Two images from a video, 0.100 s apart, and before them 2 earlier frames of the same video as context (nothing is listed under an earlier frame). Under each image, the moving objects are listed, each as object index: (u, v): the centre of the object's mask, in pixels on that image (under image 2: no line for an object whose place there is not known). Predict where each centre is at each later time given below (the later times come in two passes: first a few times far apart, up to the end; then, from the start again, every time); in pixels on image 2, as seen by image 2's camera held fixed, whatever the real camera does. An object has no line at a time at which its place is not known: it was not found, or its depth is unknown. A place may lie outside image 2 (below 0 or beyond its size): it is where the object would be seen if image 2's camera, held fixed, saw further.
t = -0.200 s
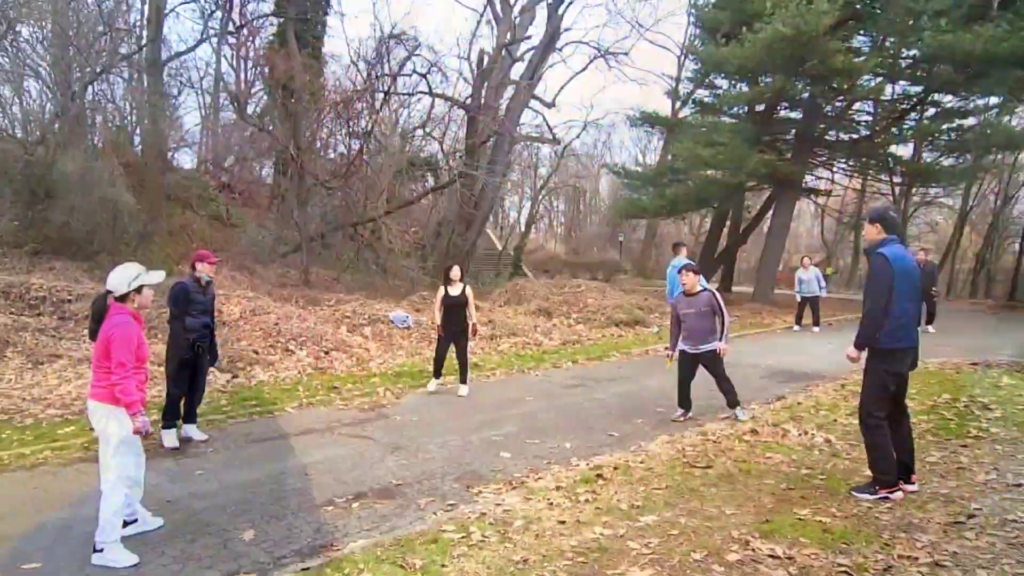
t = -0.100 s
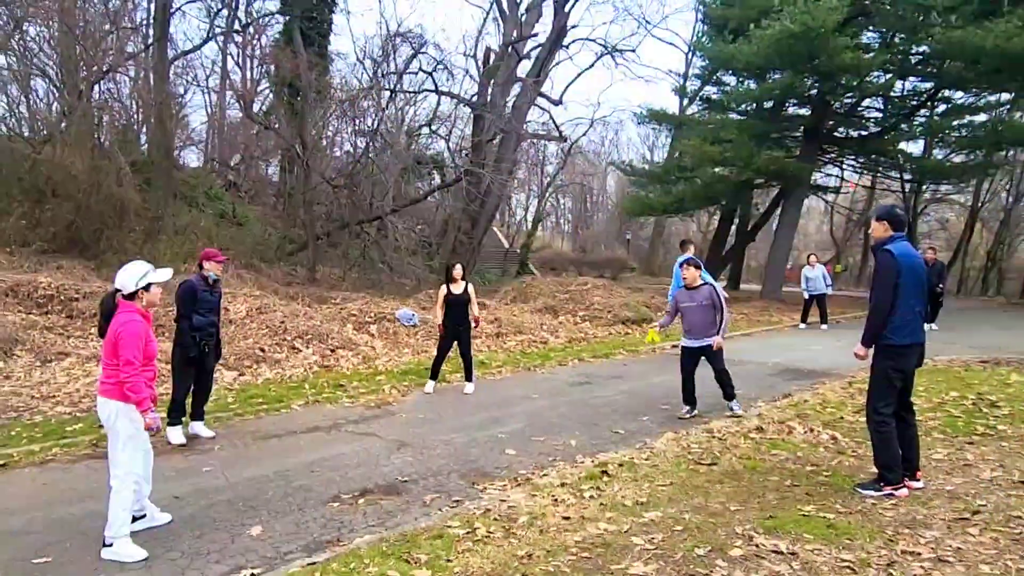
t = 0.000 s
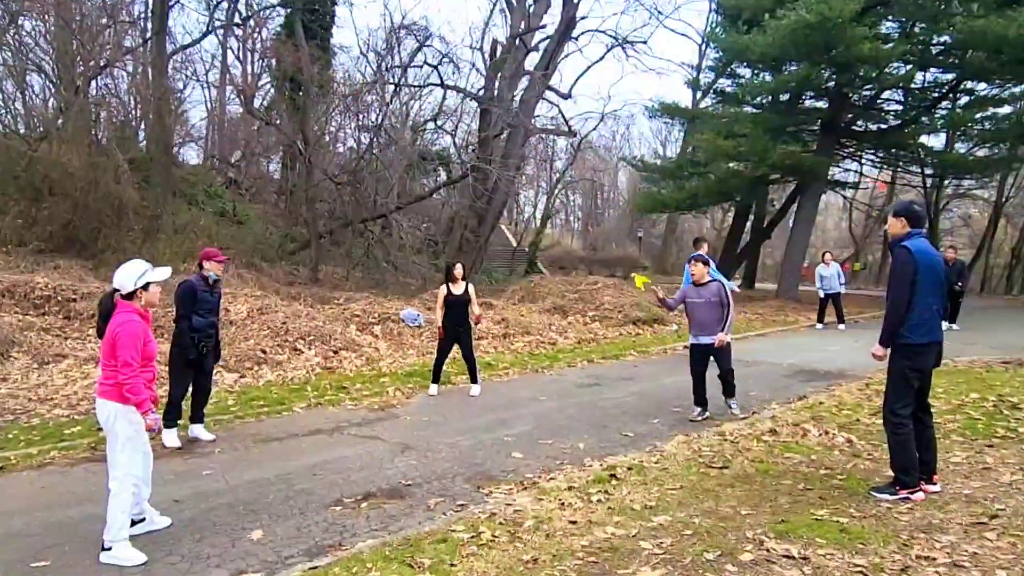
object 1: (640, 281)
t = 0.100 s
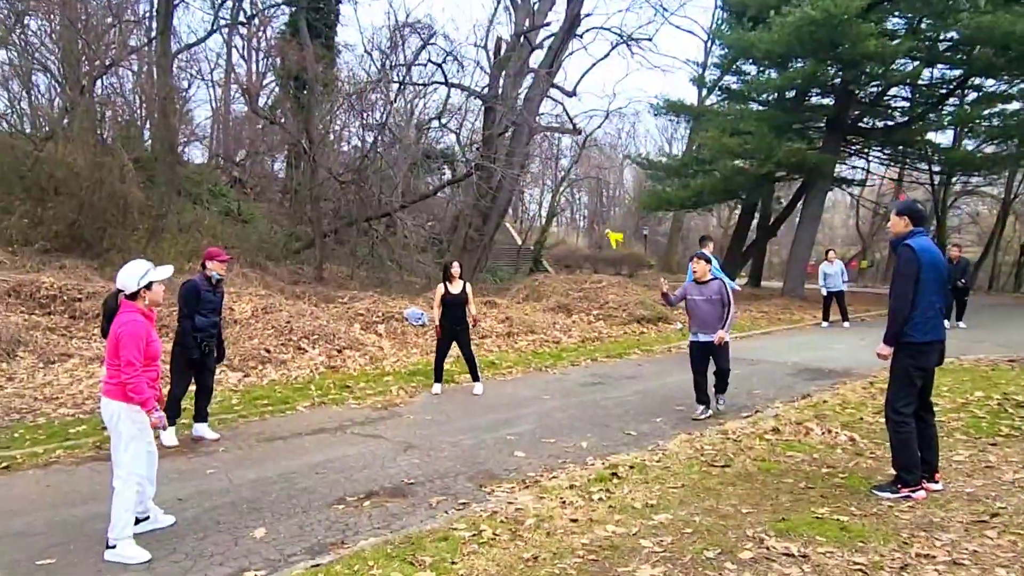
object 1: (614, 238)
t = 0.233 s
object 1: (571, 196)
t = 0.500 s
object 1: (472, 171)
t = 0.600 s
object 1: (431, 186)
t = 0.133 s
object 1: (604, 226)
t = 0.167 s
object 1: (594, 215)
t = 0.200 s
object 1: (582, 204)
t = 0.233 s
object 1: (571, 196)
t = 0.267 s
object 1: (560, 189)
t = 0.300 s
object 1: (548, 182)
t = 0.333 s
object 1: (536, 177)
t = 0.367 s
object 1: (525, 173)
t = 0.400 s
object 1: (512, 170)
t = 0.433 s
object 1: (500, 169)
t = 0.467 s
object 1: (487, 169)
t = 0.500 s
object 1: (472, 171)
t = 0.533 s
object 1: (459, 174)
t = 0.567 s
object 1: (445, 178)
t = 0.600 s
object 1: (431, 186)
